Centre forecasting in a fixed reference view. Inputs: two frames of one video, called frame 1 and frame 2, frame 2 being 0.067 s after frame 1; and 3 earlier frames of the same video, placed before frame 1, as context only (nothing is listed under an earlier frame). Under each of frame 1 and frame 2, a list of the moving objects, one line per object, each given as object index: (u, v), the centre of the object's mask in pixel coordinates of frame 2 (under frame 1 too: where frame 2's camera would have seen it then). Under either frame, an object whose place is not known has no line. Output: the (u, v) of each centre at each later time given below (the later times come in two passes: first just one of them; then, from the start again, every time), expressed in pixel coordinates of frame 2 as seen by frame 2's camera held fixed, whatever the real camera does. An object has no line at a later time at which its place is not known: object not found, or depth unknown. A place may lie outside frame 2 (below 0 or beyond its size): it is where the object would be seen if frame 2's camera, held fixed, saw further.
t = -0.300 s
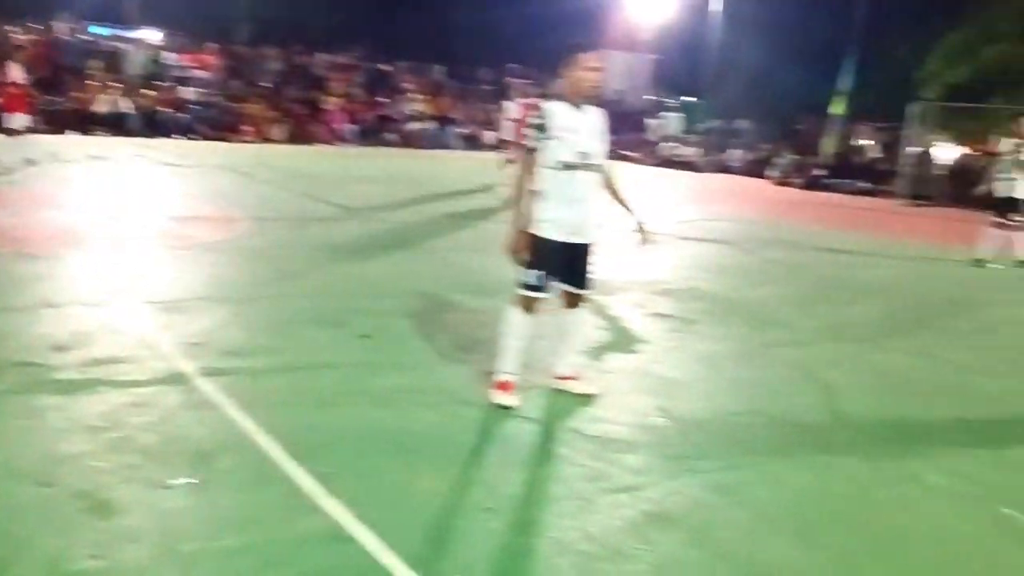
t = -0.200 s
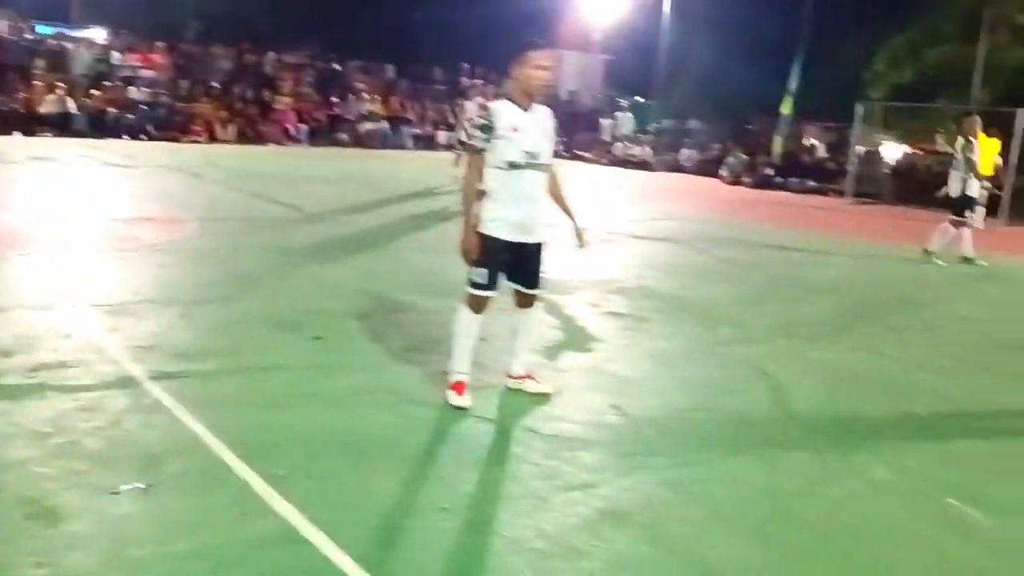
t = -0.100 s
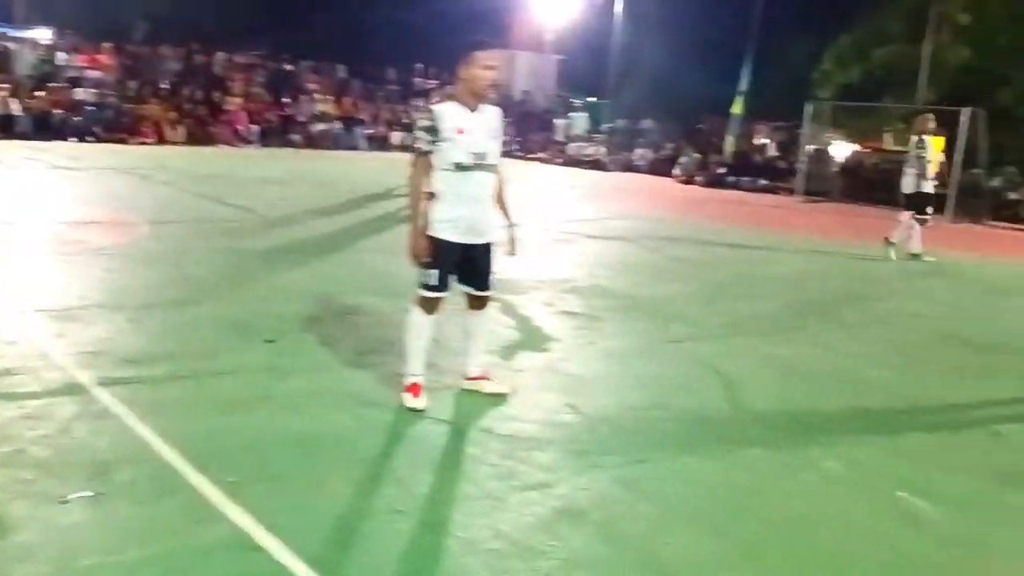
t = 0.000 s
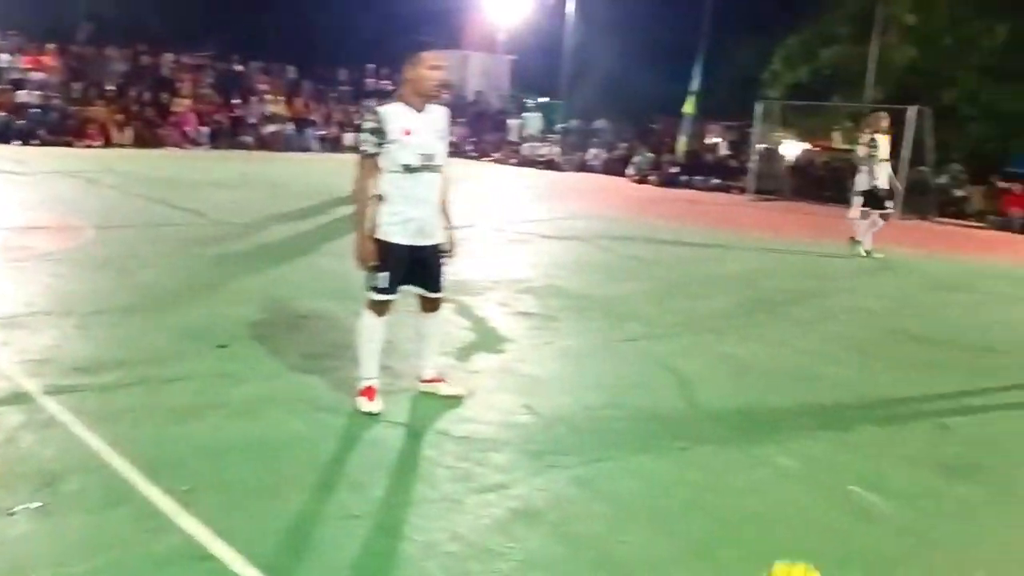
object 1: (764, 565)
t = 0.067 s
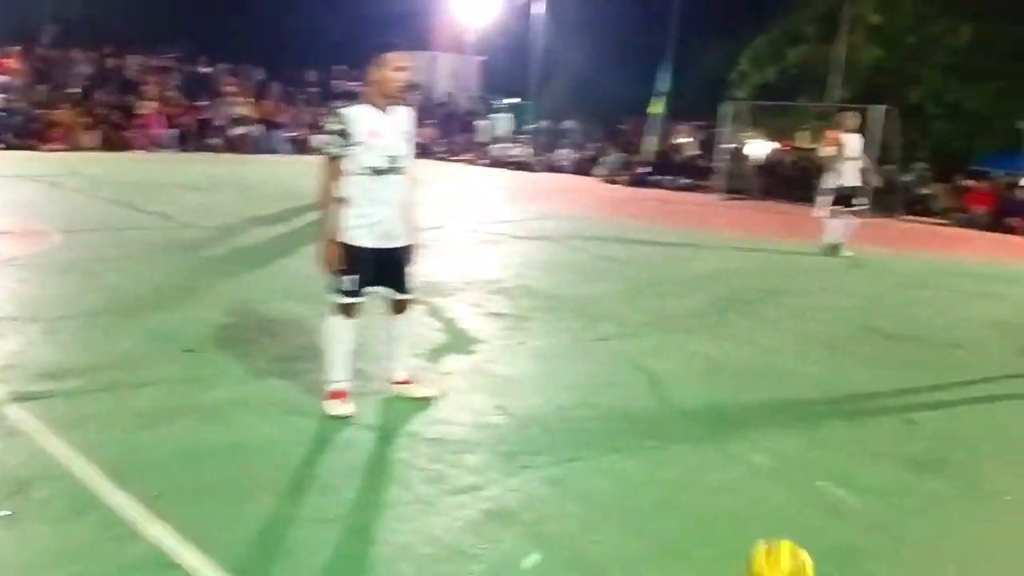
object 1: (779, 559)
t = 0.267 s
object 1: (822, 511)
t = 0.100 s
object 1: (789, 554)
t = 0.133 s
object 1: (799, 548)
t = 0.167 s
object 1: (804, 540)
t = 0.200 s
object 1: (809, 529)
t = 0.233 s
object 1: (816, 519)
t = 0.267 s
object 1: (822, 511)
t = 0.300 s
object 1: (829, 503)
